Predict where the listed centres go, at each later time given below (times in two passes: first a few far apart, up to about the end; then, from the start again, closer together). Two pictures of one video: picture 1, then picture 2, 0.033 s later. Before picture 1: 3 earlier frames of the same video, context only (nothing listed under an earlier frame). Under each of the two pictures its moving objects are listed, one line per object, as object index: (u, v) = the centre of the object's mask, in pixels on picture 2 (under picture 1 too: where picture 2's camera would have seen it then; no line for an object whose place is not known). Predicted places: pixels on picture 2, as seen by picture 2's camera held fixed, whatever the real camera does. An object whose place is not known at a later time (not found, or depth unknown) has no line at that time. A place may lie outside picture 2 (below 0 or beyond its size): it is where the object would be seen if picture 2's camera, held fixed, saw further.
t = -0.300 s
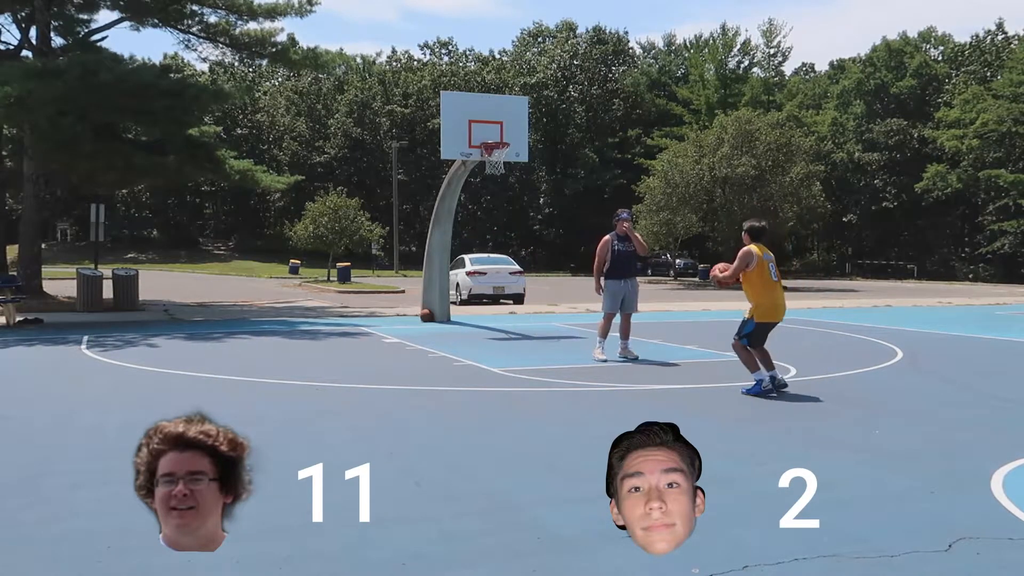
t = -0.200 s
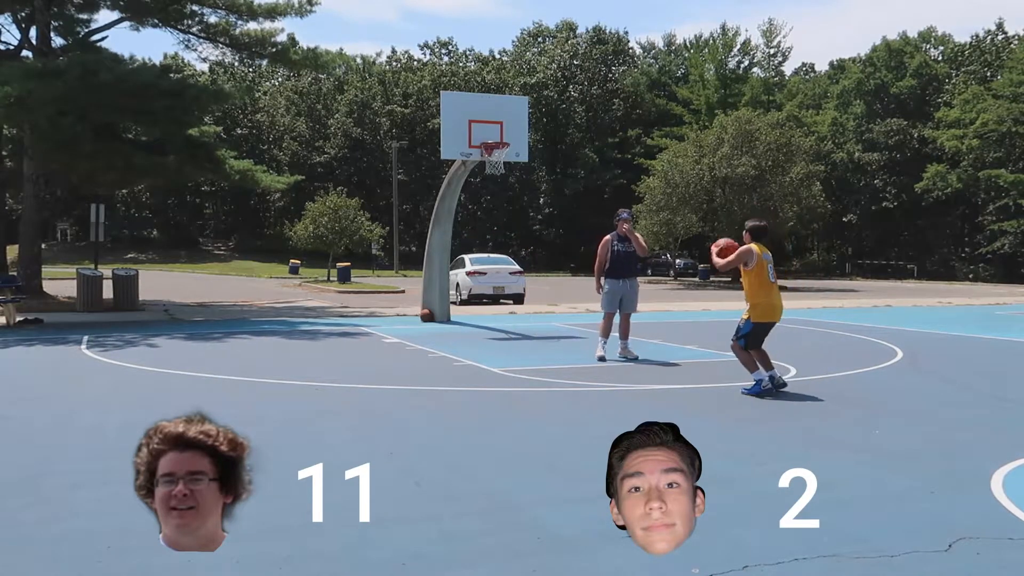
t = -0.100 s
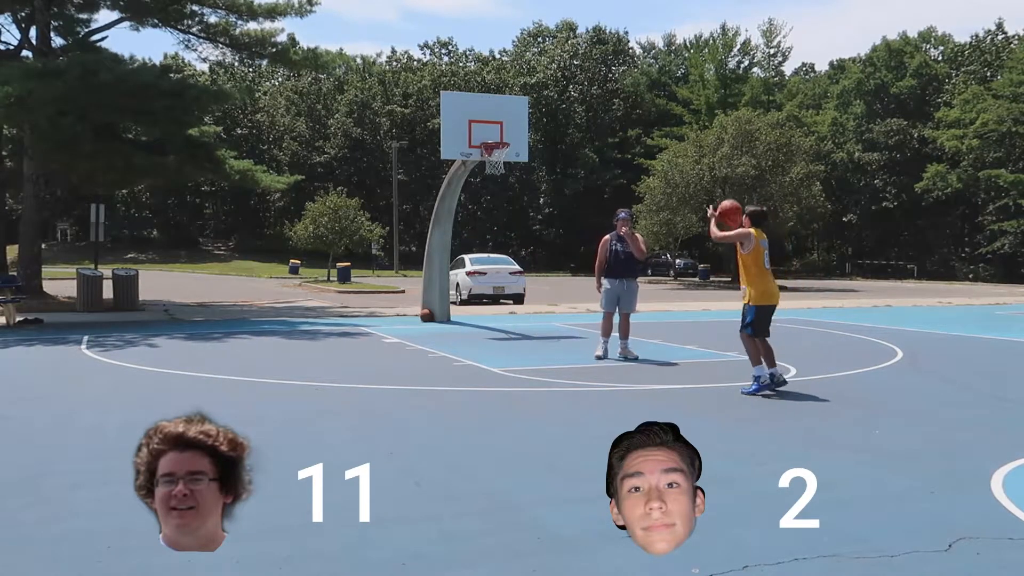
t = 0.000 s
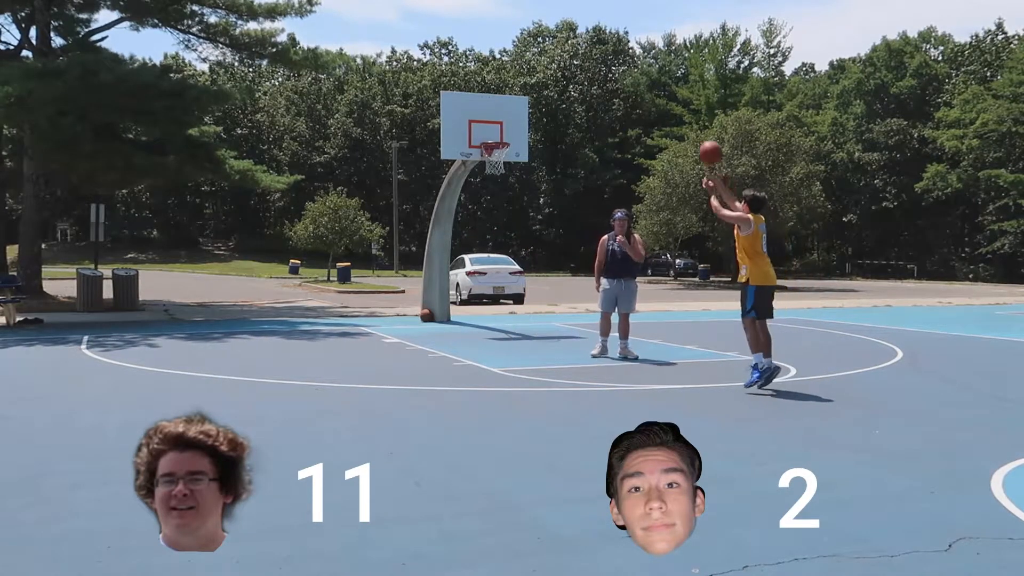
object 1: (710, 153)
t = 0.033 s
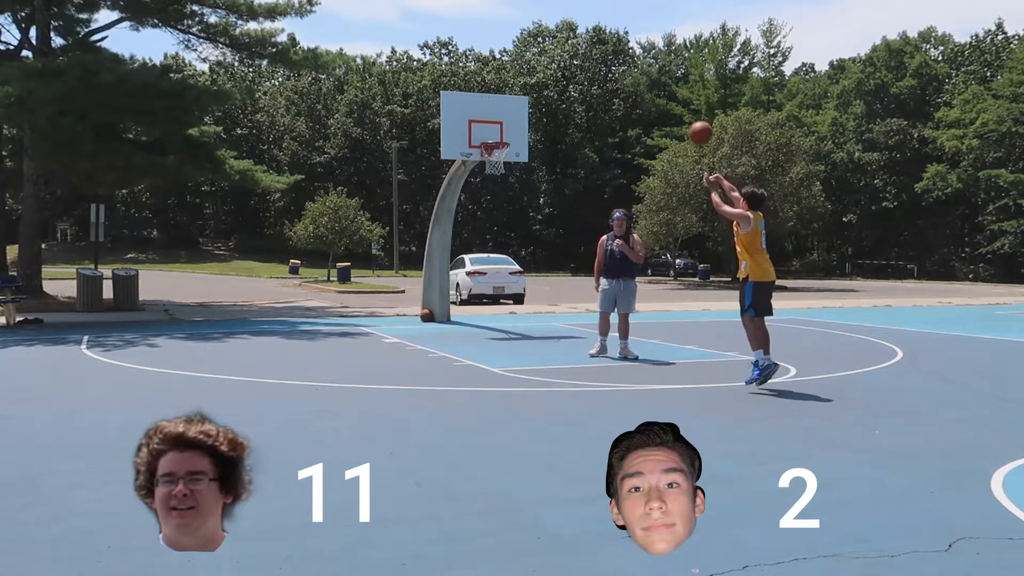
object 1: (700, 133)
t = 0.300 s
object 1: (634, 30)
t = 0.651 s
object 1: (567, 7)
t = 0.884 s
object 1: (533, 37)
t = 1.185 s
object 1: (495, 121)
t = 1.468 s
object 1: (497, 92)
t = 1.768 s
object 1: (507, 80)
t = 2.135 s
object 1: (521, 142)
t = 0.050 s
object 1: (695, 123)
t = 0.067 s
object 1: (691, 115)
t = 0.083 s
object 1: (686, 107)
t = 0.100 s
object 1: (682, 99)
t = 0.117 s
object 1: (678, 91)
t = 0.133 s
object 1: (673, 83)
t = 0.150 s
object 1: (669, 77)
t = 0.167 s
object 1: (665, 71)
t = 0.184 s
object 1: (662, 64)
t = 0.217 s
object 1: (653, 53)
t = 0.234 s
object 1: (649, 49)
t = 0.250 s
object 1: (645, 43)
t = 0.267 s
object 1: (641, 39)
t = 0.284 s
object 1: (638, 34)
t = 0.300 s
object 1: (634, 30)
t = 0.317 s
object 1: (630, 27)
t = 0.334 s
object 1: (627, 23)
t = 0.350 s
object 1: (624, 20)
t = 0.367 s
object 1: (620, 17)
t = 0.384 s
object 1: (616, 15)
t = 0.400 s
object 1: (613, 12)
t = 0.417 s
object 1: (610, 10)
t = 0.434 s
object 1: (606, 9)
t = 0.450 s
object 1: (603, 8)
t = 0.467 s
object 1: (600, 7)
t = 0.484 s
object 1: (597, 6)
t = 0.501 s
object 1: (593, 6)
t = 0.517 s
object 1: (590, 5)
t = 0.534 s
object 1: (587, 5)
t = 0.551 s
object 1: (584, 5)
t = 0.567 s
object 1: (581, 5)
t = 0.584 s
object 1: (579, 5)
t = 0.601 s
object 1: (576, 5)
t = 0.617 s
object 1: (573, 6)
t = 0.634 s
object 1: (570, 6)
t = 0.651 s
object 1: (567, 7)
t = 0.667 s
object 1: (565, 7)
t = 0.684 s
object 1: (562, 8)
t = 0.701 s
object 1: (559, 9)
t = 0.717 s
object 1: (557, 11)
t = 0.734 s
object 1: (554, 13)
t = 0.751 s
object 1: (552, 15)
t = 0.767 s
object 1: (549, 17)
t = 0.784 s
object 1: (547, 20)
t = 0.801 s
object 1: (545, 22)
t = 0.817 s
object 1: (542, 25)
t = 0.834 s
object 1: (540, 28)
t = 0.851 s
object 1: (537, 31)
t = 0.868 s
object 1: (534, 34)
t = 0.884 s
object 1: (533, 37)
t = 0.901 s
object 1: (530, 41)
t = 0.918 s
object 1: (528, 44)
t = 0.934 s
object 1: (526, 48)
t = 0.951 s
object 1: (523, 52)
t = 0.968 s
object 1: (521, 56)
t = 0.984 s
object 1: (519, 60)
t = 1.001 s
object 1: (517, 65)
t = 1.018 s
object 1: (515, 69)
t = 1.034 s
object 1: (513, 73)
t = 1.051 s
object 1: (511, 78)
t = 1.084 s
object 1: (506, 89)
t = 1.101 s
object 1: (505, 94)
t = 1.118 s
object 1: (503, 99)
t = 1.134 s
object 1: (501, 104)
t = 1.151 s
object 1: (499, 110)
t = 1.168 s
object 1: (497, 116)
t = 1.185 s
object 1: (495, 121)
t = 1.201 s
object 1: (494, 127)
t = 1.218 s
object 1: (492, 132)
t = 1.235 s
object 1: (490, 136)
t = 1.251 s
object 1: (490, 134)
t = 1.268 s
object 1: (490, 131)
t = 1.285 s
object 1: (491, 127)
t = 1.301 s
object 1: (492, 123)
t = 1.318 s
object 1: (492, 119)
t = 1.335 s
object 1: (492, 115)
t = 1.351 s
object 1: (493, 112)
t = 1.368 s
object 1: (494, 108)
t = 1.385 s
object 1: (494, 105)
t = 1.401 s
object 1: (495, 103)
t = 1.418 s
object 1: (495, 100)
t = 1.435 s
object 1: (496, 97)
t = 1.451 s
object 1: (496, 95)
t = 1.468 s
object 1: (497, 92)
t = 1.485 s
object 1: (497, 90)
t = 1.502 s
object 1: (498, 88)
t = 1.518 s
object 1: (498, 87)
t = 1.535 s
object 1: (499, 85)
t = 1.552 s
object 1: (500, 85)
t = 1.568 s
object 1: (500, 84)
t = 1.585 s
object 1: (500, 82)
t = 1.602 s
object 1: (501, 81)
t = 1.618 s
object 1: (501, 81)
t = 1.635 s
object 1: (502, 80)
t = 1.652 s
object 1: (502, 80)
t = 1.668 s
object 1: (502, 79)
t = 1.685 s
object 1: (504, 79)
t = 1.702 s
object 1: (505, 79)
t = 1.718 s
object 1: (505, 79)
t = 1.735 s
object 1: (505, 80)
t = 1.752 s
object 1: (506, 80)
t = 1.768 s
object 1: (507, 80)
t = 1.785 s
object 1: (507, 81)
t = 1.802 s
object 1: (508, 82)
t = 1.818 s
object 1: (508, 83)
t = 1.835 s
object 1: (509, 85)
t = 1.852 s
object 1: (510, 87)
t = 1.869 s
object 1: (510, 88)
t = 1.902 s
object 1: (512, 93)
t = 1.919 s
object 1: (513, 95)
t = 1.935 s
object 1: (513, 98)
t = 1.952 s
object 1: (514, 100)
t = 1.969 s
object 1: (514, 103)
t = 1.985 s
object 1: (515, 106)
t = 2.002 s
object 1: (516, 110)
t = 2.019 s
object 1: (516, 113)
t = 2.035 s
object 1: (517, 117)
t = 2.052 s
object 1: (518, 121)
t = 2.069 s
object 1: (518, 125)
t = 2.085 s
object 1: (519, 129)
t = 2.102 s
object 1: (519, 133)
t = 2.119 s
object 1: (520, 137)
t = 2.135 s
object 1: (521, 142)
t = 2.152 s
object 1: (521, 147)
